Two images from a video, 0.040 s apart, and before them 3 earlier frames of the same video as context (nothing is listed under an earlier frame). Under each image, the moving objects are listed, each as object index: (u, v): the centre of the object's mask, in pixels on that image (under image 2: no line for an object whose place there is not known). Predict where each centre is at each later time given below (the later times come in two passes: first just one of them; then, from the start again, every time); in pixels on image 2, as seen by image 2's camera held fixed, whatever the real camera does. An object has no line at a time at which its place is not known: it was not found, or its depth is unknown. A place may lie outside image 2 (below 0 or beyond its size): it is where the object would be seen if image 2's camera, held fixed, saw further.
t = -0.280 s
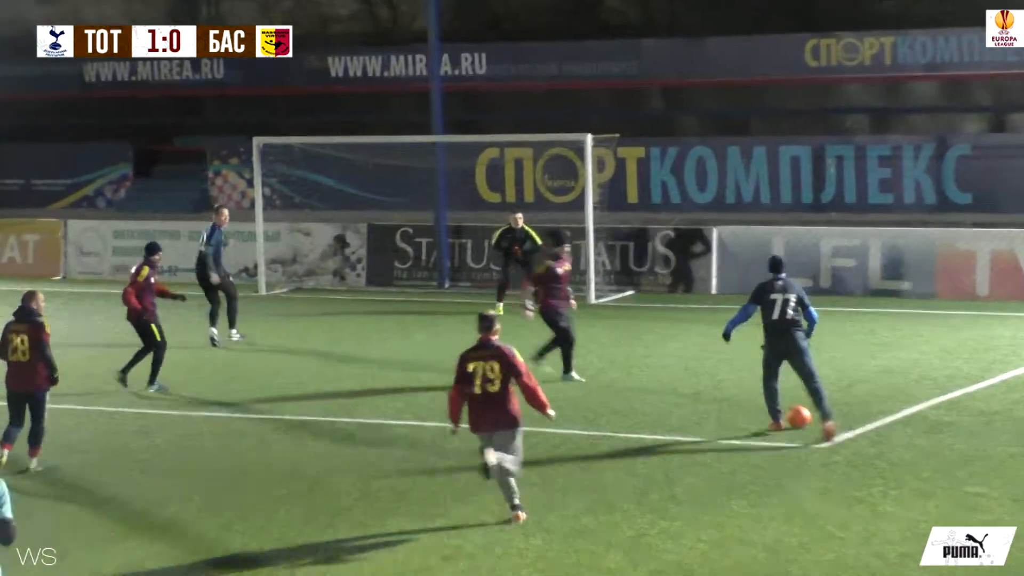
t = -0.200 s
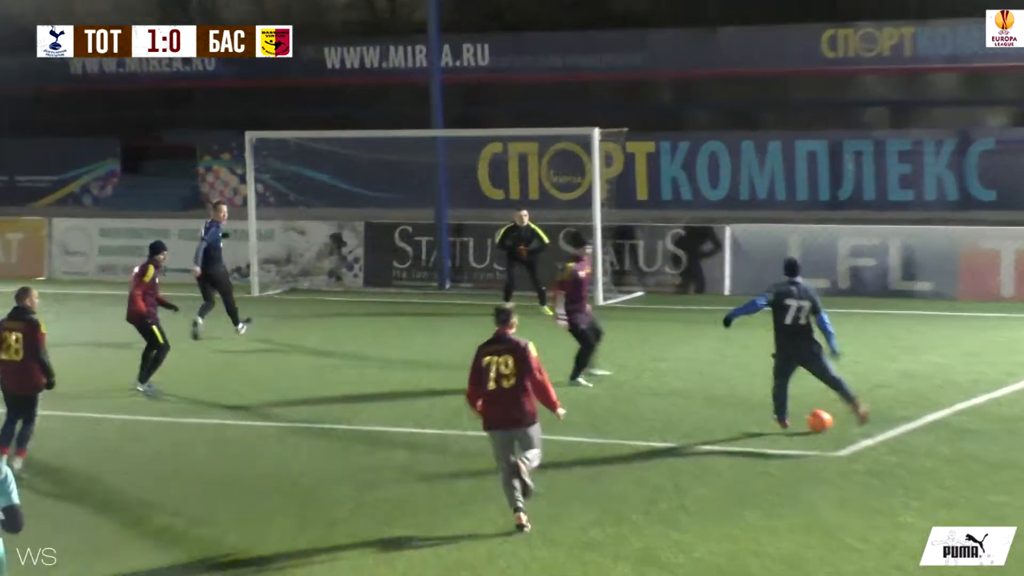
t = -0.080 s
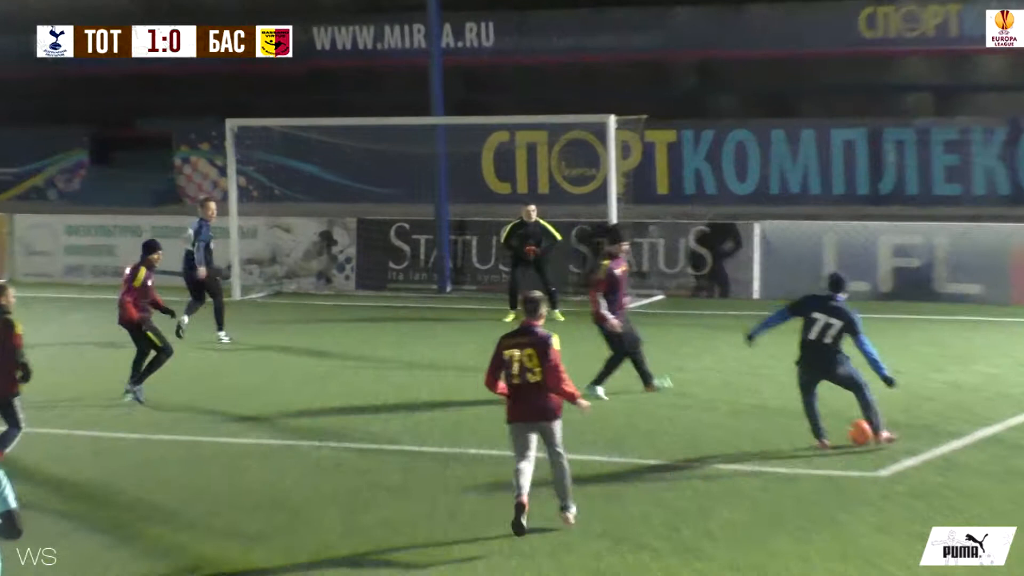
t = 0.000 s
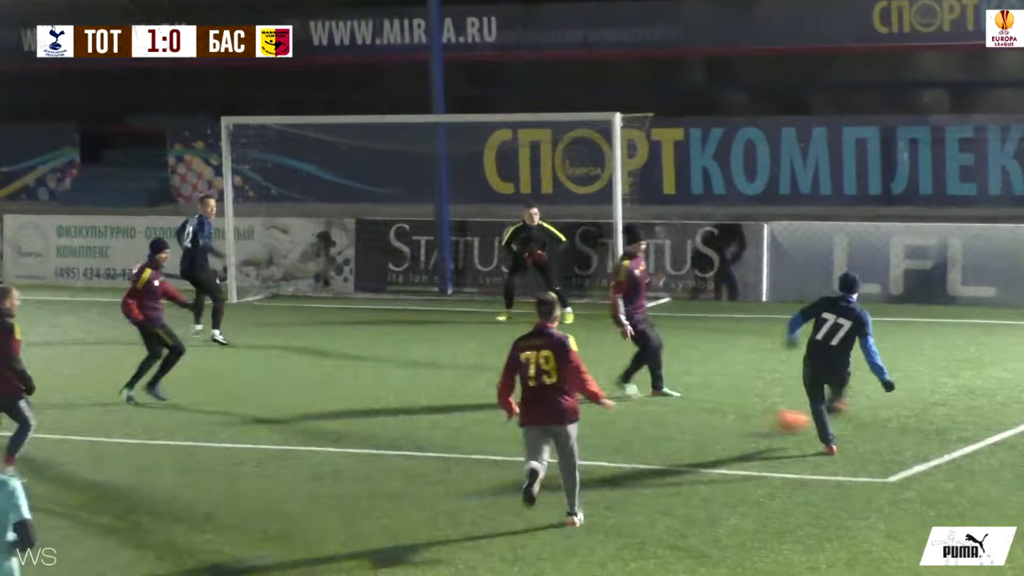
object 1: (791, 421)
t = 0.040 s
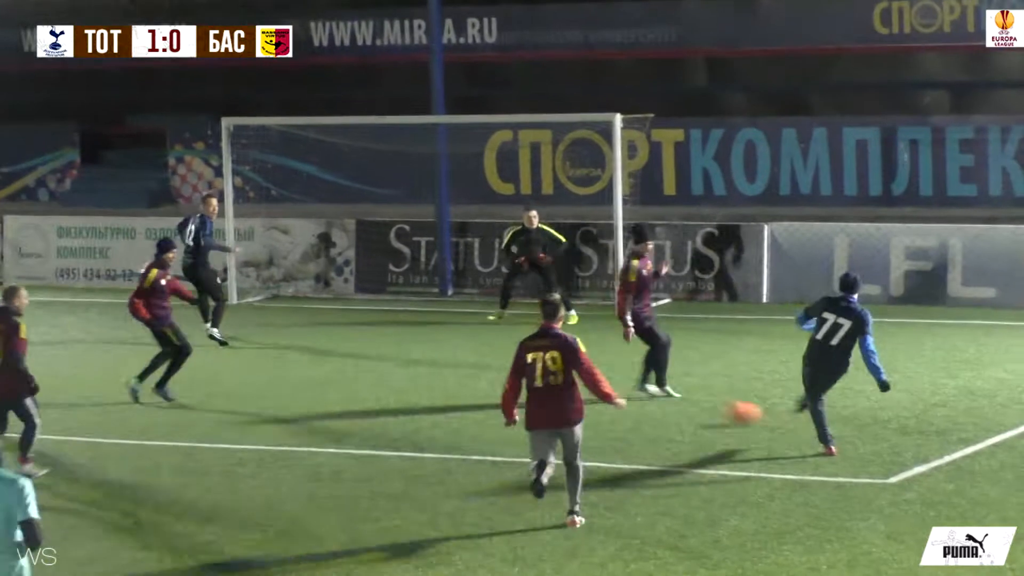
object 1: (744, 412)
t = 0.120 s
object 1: (655, 395)
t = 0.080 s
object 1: (699, 403)
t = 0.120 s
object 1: (655, 395)
